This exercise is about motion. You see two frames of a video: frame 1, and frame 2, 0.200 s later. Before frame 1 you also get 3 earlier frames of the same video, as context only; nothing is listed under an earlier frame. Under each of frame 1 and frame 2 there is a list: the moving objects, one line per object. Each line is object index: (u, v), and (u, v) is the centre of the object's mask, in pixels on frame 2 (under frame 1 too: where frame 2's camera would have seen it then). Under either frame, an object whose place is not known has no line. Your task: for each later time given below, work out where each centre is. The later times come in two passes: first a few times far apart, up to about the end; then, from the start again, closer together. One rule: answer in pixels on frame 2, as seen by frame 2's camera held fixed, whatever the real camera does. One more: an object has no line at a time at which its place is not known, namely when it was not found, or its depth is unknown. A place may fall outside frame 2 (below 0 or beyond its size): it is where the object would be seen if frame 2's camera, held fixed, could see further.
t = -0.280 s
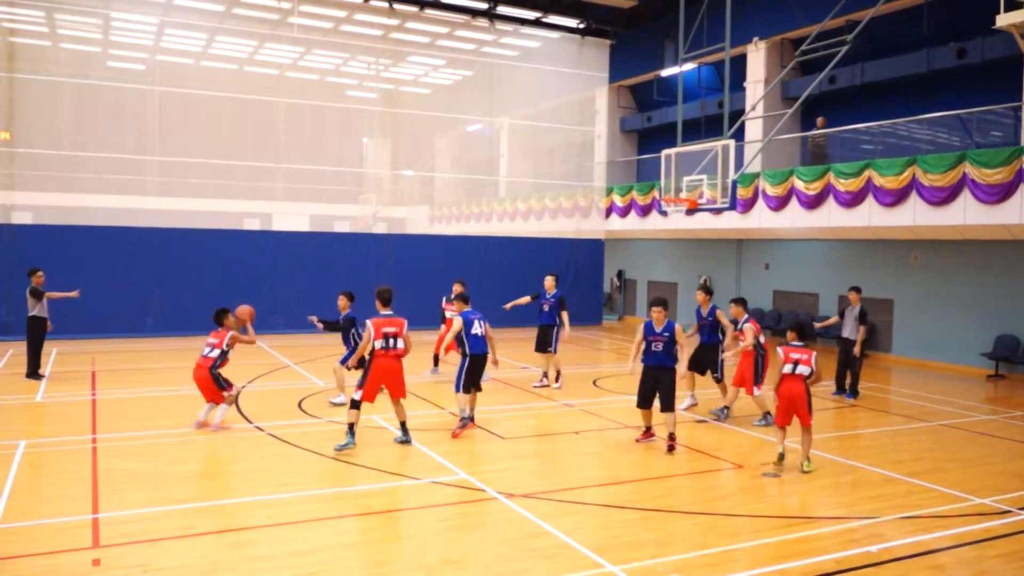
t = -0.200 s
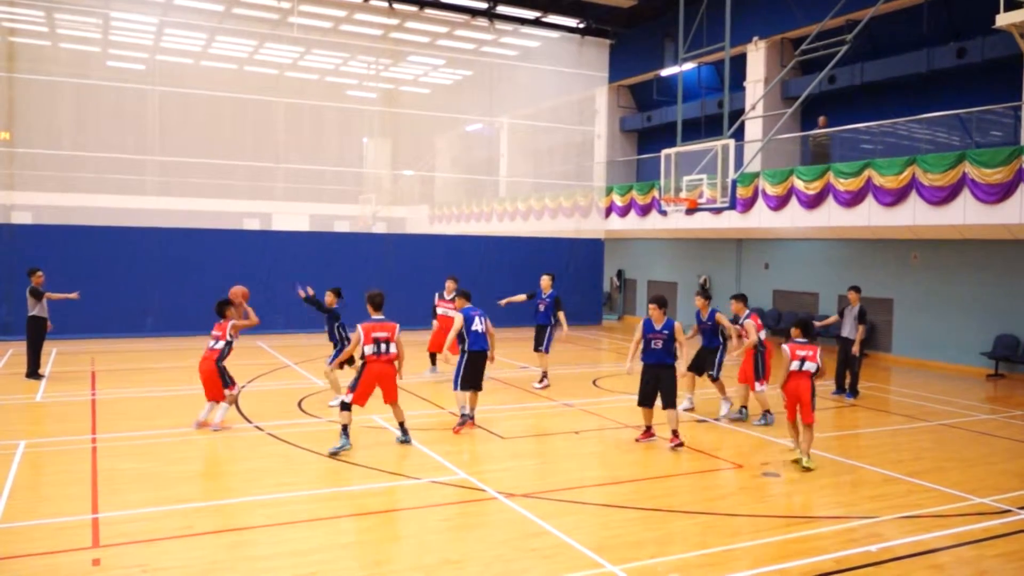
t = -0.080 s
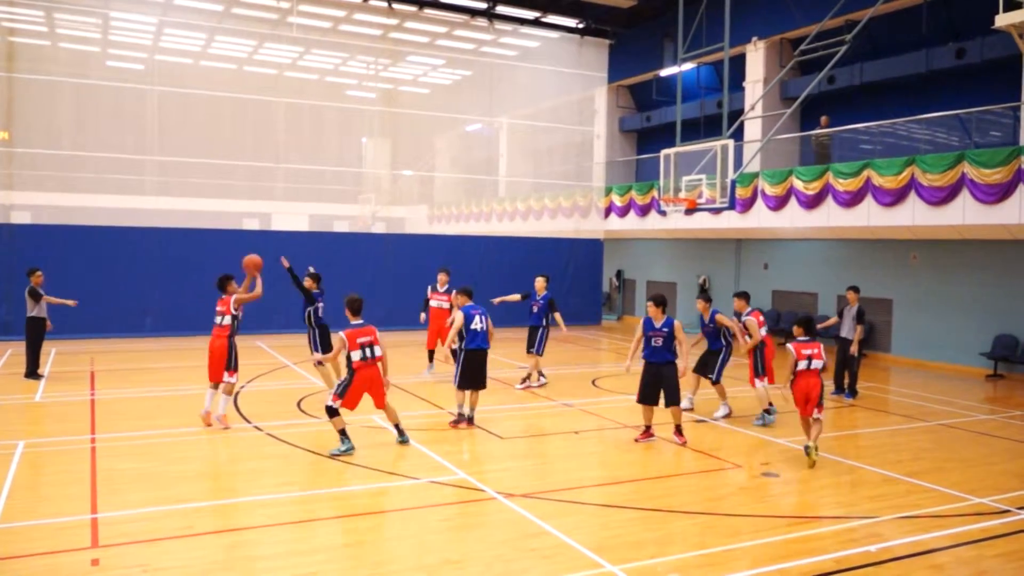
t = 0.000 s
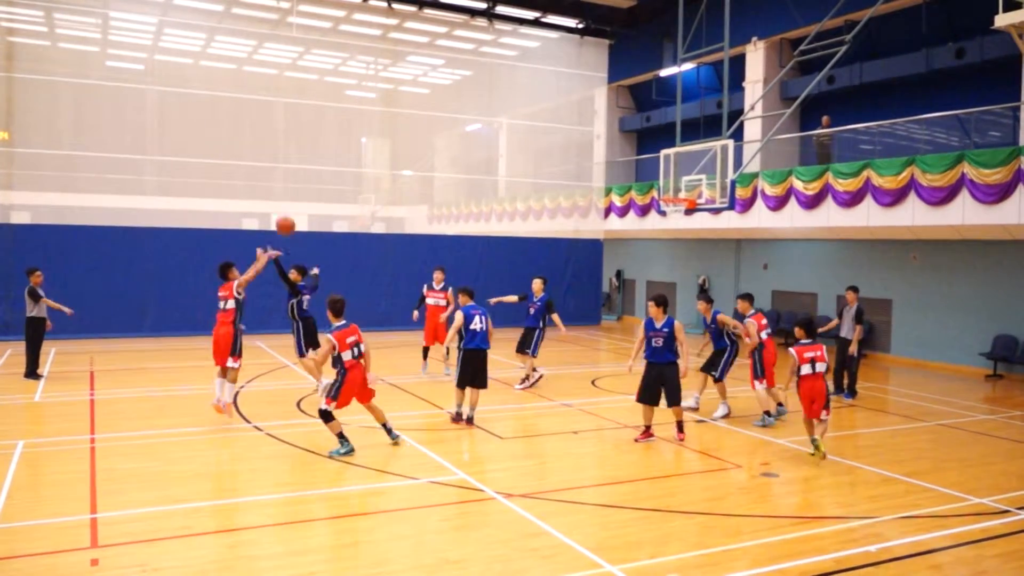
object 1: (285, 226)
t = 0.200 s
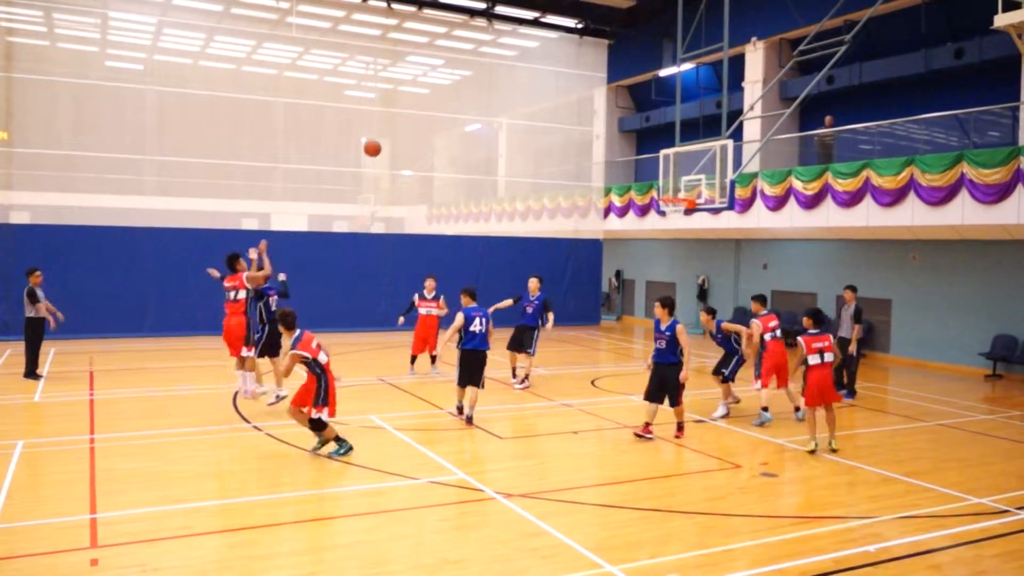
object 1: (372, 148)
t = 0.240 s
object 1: (388, 138)
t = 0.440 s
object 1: (465, 102)
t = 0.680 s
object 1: (546, 98)
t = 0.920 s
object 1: (618, 130)
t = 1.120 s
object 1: (670, 181)
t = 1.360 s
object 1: (621, 178)
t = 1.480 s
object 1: (582, 177)
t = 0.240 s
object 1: (388, 138)
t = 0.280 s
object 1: (404, 128)
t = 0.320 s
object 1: (420, 120)
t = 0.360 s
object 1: (435, 112)
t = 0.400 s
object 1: (451, 106)
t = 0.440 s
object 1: (465, 102)
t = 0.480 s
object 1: (479, 99)
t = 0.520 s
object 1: (493, 96)
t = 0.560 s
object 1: (507, 95)
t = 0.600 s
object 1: (521, 95)
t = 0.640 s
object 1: (534, 96)
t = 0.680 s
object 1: (546, 98)
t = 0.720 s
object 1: (559, 102)
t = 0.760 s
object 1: (572, 106)
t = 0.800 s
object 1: (583, 111)
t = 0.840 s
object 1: (595, 116)
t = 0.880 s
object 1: (606, 124)
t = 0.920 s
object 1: (618, 130)
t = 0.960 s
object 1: (628, 139)
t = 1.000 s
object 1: (639, 149)
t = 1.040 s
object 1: (650, 158)
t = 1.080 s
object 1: (660, 170)
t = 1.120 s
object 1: (670, 181)
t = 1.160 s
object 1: (681, 194)
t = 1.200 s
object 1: (673, 192)
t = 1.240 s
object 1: (660, 187)
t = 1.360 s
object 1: (621, 178)
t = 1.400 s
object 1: (608, 177)
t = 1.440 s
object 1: (596, 176)
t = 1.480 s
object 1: (582, 177)
